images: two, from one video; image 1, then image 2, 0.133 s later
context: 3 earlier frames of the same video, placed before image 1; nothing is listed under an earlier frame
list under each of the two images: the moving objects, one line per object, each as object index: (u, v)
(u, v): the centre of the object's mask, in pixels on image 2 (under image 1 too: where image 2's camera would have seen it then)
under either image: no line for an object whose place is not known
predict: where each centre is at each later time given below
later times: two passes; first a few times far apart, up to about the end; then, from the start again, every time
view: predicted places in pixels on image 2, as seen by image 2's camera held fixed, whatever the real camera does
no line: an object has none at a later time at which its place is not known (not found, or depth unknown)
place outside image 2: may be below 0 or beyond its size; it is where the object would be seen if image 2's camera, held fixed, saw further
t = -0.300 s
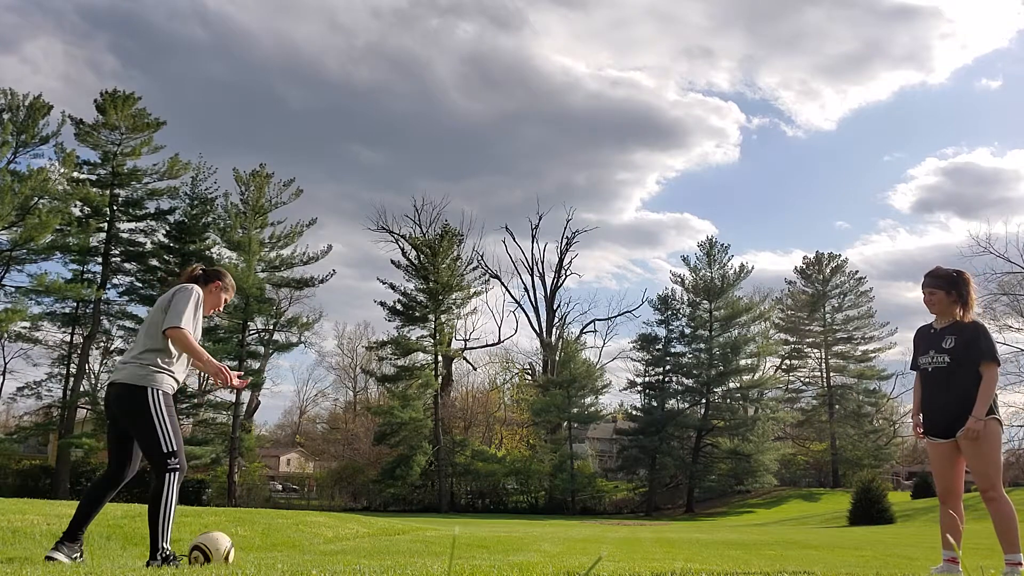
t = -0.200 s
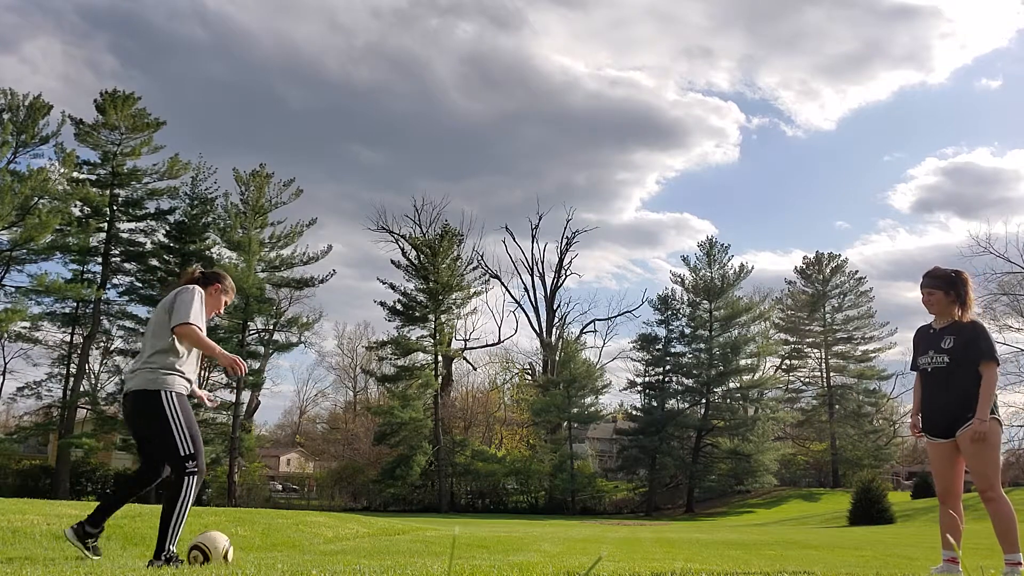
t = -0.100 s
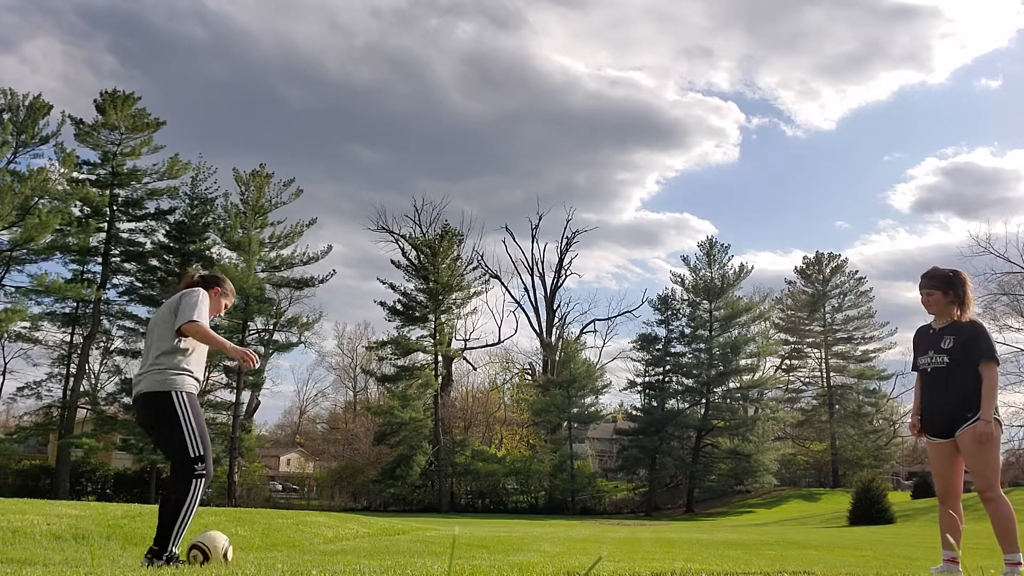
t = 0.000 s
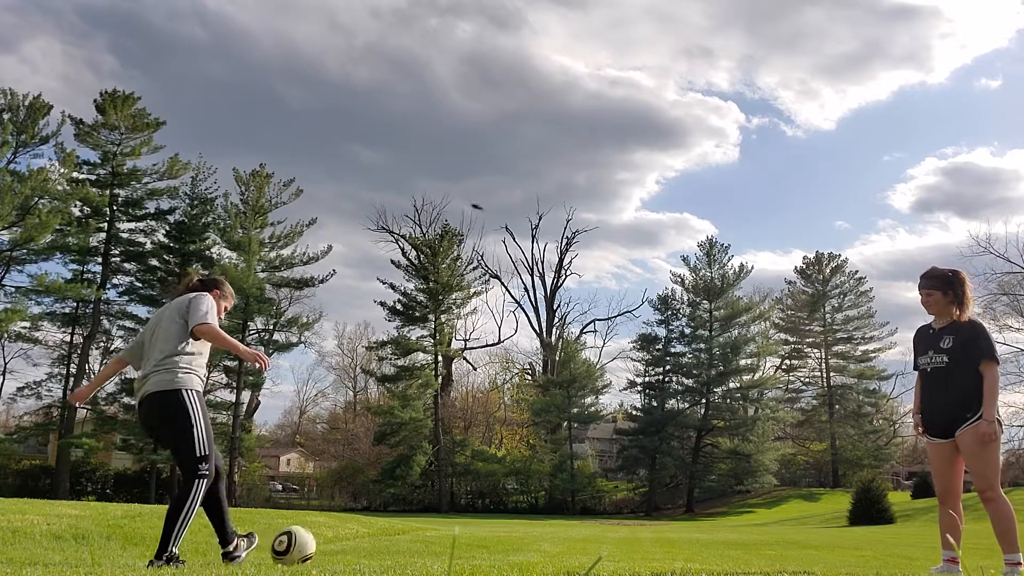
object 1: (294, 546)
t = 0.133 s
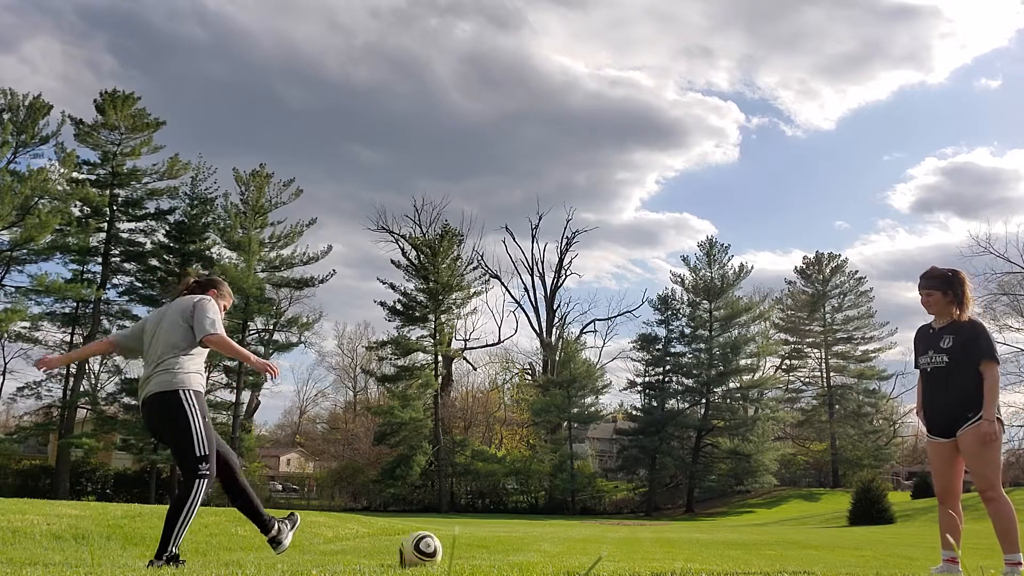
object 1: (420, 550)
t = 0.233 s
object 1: (498, 549)
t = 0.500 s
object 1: (655, 549)
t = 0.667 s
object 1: (736, 547)
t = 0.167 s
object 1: (449, 550)
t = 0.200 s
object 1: (475, 551)
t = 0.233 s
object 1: (498, 549)
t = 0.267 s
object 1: (521, 548)
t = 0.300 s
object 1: (543, 549)
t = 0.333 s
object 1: (564, 548)
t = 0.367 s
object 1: (584, 547)
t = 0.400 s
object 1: (602, 546)
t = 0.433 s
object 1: (620, 546)
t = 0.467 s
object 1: (638, 546)
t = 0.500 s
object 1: (655, 549)
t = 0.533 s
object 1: (674, 553)
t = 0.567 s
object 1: (690, 552)
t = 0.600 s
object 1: (706, 549)
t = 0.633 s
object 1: (721, 548)
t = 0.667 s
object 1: (736, 547)
